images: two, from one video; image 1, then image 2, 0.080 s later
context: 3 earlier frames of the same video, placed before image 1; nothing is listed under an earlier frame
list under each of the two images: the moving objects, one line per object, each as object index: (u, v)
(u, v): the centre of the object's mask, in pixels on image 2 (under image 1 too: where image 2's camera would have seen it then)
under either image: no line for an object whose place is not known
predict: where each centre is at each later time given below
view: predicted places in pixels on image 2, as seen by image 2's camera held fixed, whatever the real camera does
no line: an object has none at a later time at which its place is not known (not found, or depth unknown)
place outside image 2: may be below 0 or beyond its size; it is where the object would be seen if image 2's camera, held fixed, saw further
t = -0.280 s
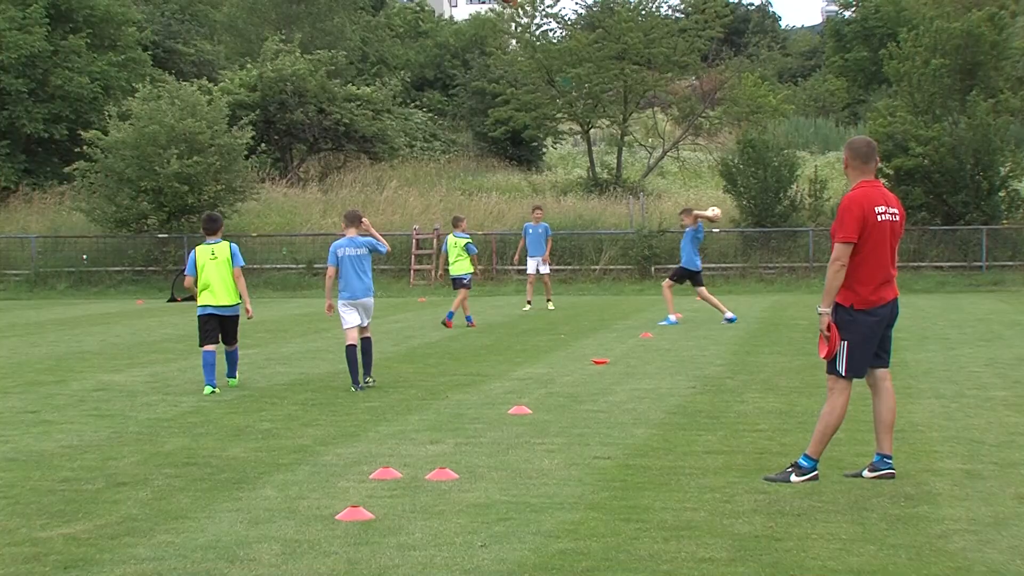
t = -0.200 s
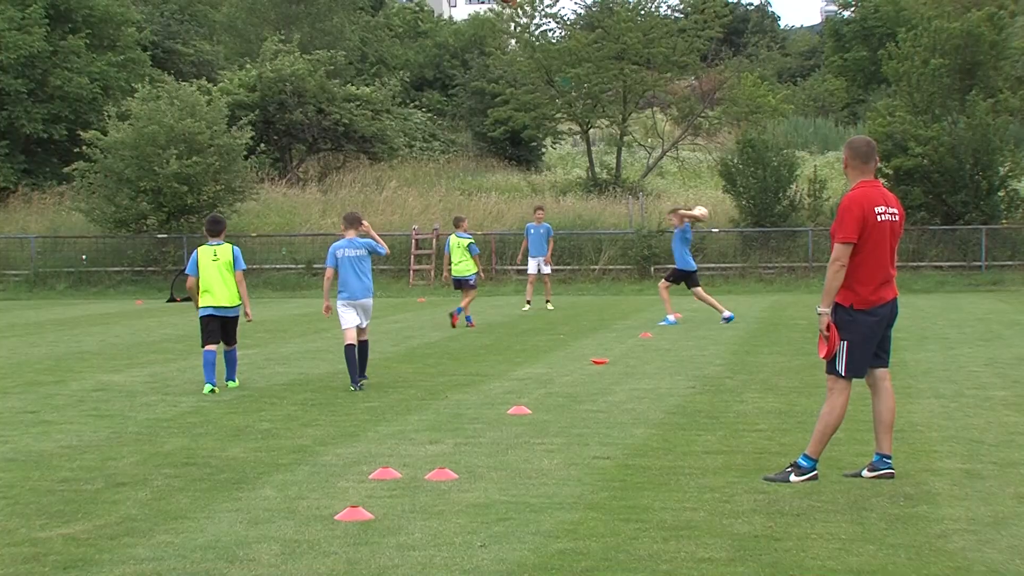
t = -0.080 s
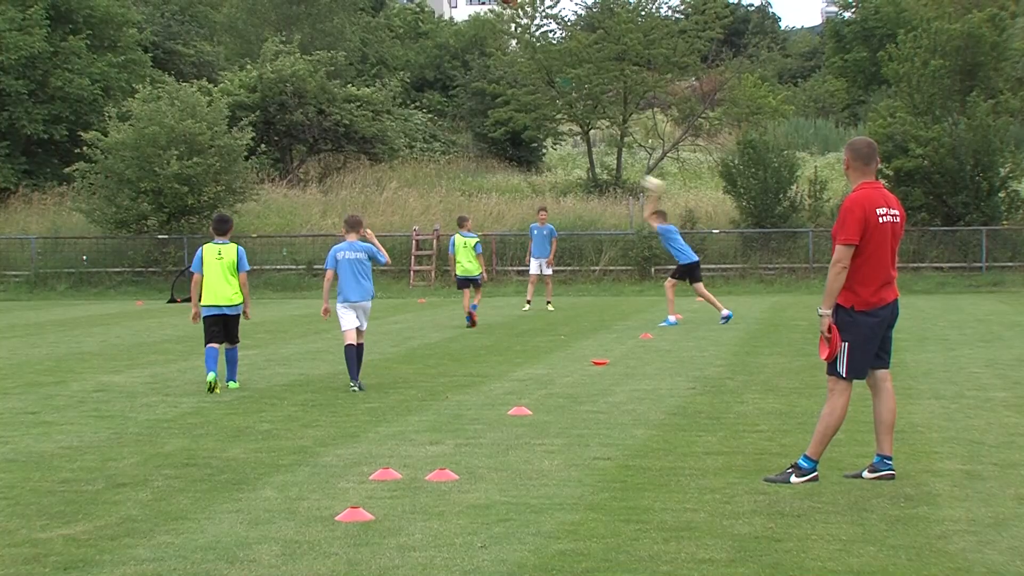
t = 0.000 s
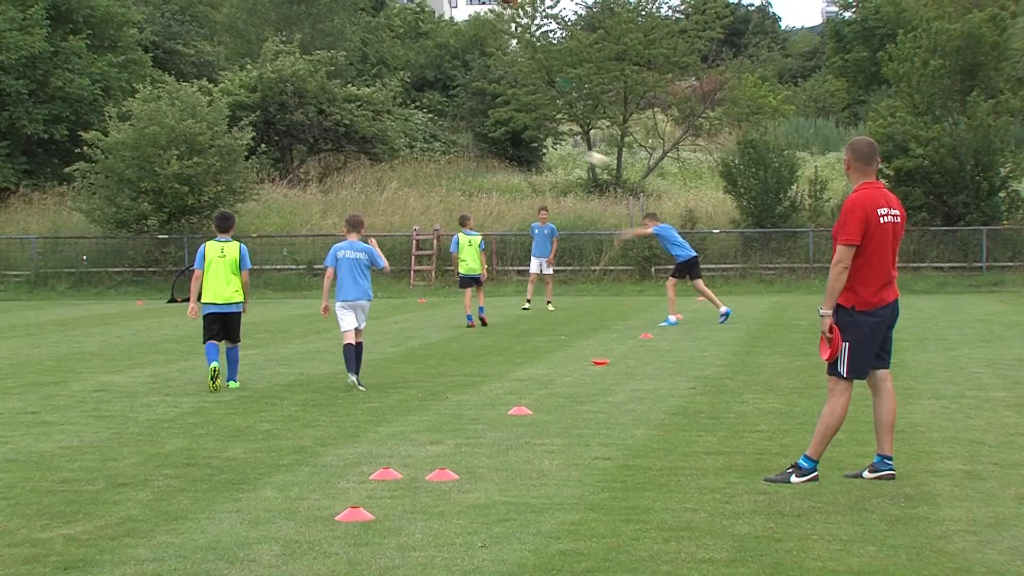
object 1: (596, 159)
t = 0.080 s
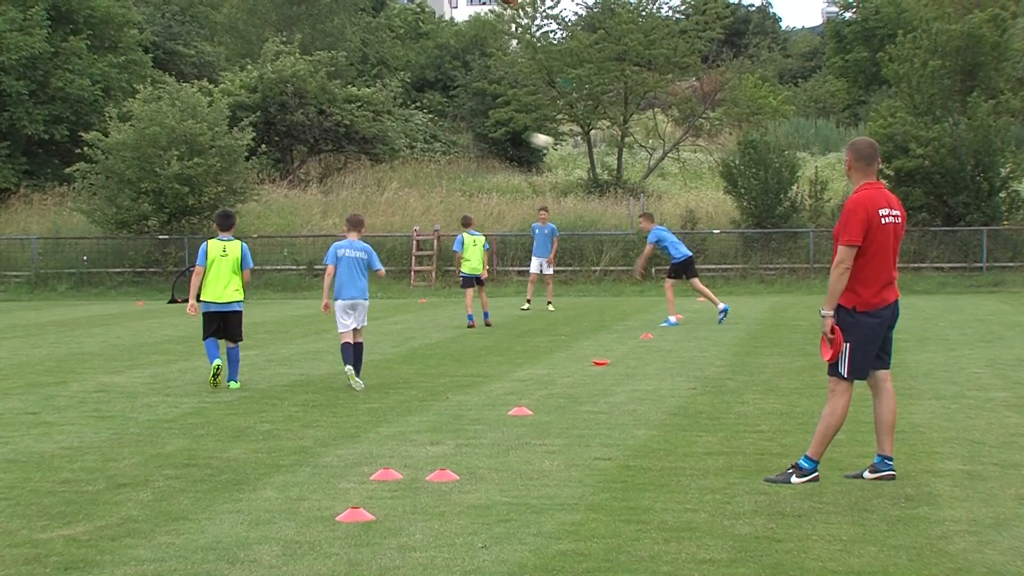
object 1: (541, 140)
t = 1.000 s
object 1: (9, 251)
